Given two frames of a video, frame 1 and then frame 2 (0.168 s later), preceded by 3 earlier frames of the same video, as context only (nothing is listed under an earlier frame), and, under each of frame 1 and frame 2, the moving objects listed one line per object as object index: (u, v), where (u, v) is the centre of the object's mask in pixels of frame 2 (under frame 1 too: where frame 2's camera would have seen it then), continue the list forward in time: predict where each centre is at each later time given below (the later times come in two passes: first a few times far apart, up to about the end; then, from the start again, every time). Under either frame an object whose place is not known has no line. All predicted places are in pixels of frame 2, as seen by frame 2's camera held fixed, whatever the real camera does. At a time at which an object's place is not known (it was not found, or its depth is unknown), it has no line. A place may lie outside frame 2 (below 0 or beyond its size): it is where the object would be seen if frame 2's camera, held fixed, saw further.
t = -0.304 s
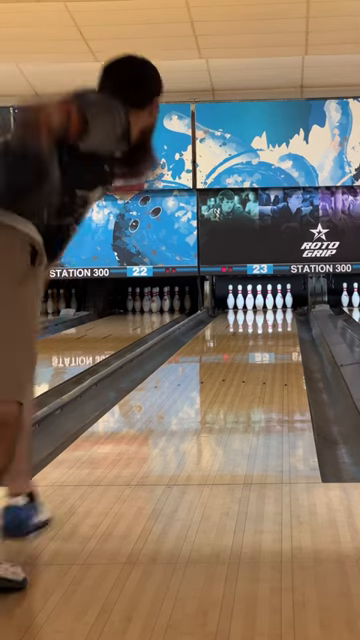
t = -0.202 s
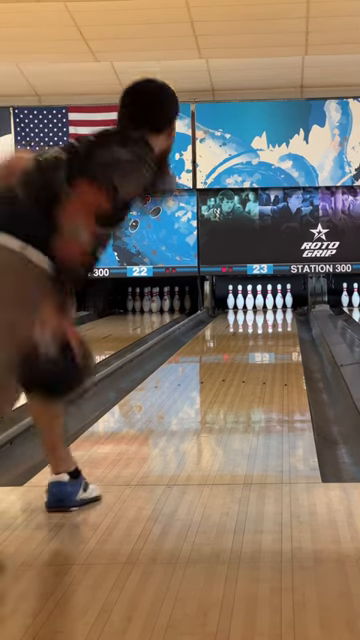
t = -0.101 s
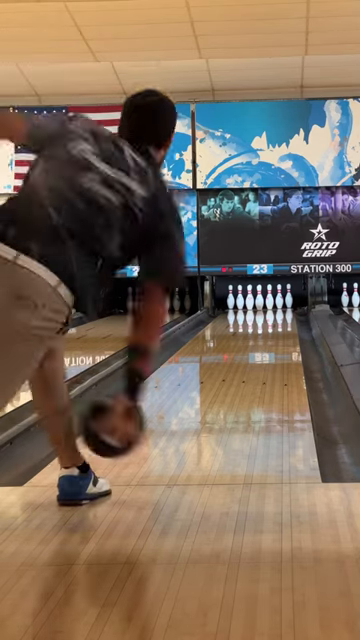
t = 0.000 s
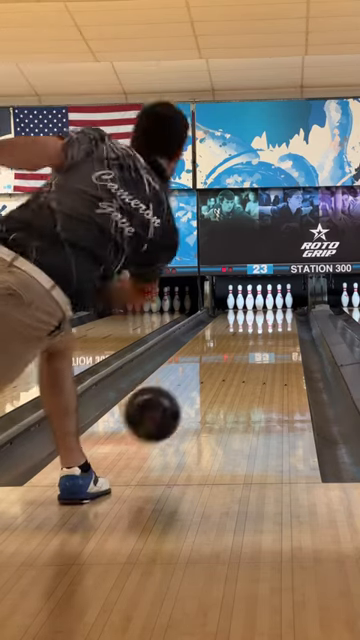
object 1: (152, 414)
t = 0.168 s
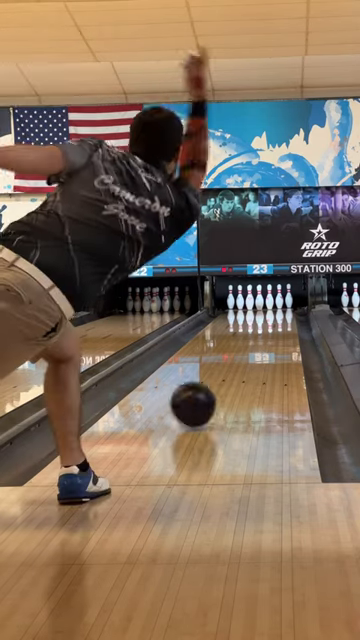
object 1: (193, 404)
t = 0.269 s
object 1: (210, 390)
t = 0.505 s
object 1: (237, 364)
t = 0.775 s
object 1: (256, 344)
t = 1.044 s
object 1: (267, 330)
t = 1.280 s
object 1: (273, 321)
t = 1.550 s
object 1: (276, 315)
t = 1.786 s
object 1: (275, 309)
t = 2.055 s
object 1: (268, 305)
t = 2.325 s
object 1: (265, 303)
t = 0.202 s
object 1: (199, 398)
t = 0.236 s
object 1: (205, 395)
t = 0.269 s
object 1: (210, 390)
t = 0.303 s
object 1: (215, 385)
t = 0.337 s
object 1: (219, 381)
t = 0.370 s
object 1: (223, 377)
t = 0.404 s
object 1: (227, 373)
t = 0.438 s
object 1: (231, 370)
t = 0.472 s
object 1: (234, 367)
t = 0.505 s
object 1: (237, 364)
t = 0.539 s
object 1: (240, 361)
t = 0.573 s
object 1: (243, 358)
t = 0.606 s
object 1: (246, 356)
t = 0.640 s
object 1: (248, 353)
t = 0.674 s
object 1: (250, 351)
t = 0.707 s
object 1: (252, 349)
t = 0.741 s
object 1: (254, 347)
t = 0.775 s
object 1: (256, 344)
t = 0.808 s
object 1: (257, 343)
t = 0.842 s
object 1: (259, 340)
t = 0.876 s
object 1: (261, 338)
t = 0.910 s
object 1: (262, 337)
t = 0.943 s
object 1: (264, 335)
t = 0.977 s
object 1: (265, 333)
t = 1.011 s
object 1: (266, 332)
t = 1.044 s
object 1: (267, 330)
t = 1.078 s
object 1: (268, 329)
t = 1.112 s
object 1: (269, 328)
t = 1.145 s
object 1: (270, 327)
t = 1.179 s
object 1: (271, 326)
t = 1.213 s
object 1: (272, 324)
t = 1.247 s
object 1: (273, 323)
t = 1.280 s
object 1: (273, 321)
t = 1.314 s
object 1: (274, 320)
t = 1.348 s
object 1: (275, 319)
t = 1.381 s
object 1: (275, 319)
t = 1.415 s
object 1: (275, 318)
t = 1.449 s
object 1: (276, 317)
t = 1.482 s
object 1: (276, 317)
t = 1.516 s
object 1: (276, 316)
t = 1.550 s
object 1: (276, 315)
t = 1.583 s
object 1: (276, 314)
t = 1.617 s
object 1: (276, 313)
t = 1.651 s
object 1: (276, 312)
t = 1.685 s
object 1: (276, 311)
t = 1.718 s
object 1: (276, 311)
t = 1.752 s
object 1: (275, 310)
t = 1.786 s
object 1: (275, 309)
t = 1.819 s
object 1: (274, 308)
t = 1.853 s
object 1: (273, 308)
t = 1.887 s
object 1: (273, 307)
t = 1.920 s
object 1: (272, 307)
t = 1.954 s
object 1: (271, 306)
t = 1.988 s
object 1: (270, 306)
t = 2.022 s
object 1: (269, 305)
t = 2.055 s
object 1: (268, 305)
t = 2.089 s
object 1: (268, 305)
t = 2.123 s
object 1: (266, 305)
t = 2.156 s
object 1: (265, 304)
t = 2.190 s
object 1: (266, 304)
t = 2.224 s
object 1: (265, 303)
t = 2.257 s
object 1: (265, 303)
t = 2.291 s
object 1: (265, 303)
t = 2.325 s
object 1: (265, 303)
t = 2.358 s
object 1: (266, 302)
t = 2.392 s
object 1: (267, 302)
